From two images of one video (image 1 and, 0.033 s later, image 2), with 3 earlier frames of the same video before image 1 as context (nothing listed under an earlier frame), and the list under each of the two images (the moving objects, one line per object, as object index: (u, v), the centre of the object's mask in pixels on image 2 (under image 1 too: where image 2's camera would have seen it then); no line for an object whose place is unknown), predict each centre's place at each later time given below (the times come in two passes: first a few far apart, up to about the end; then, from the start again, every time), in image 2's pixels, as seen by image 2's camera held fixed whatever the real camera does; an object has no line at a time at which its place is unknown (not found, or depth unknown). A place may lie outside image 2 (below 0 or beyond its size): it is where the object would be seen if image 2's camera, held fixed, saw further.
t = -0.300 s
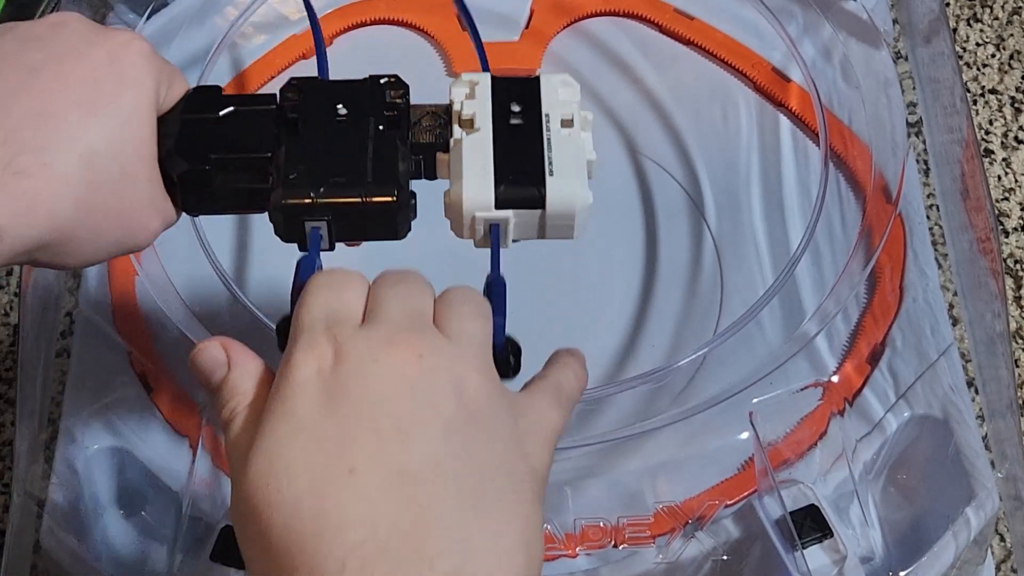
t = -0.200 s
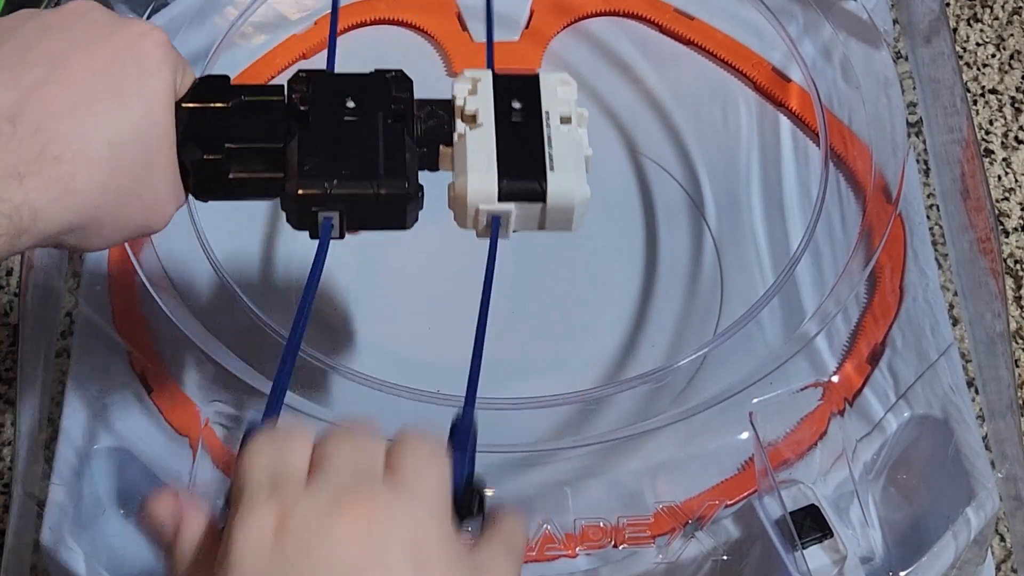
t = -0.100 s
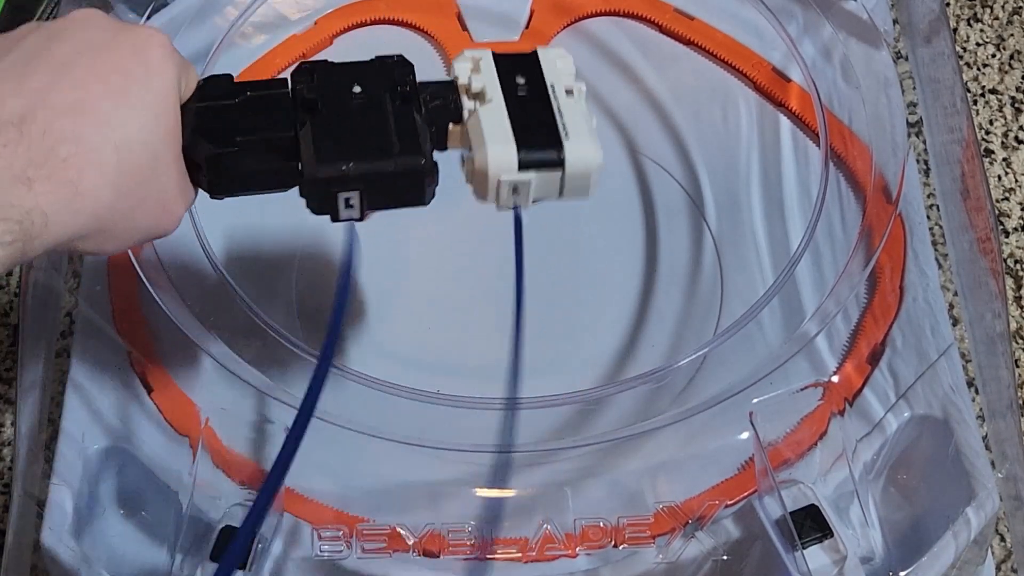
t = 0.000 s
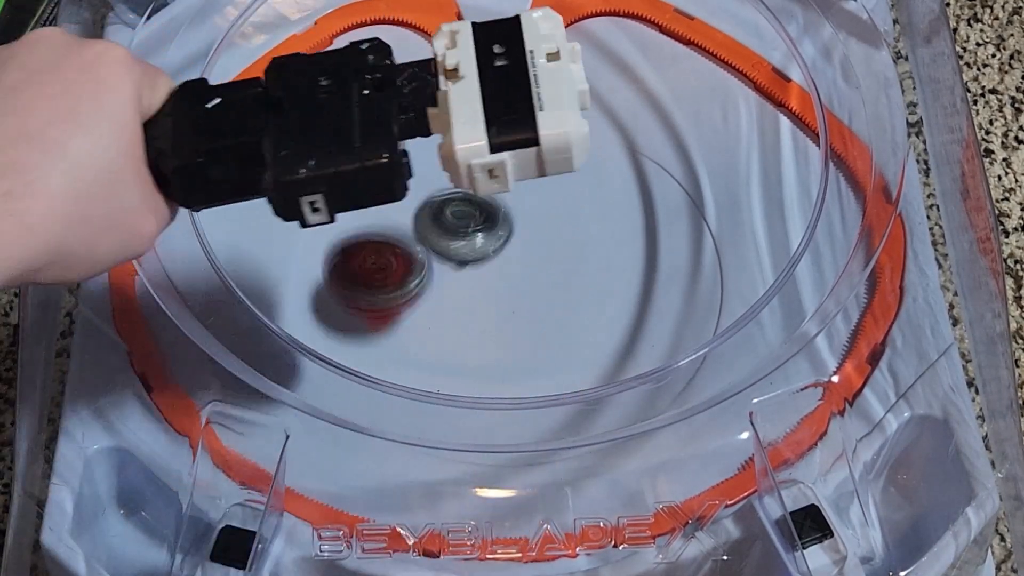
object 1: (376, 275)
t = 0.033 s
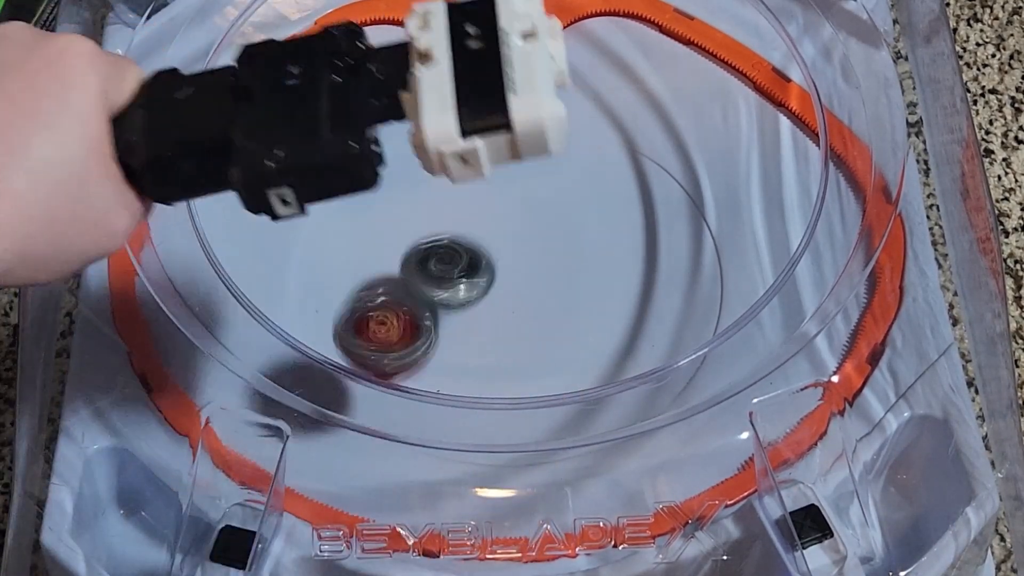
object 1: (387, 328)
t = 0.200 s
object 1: (532, 278)
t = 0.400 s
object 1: (607, 100)
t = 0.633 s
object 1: (595, 94)
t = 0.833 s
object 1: (581, 261)
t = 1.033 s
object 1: (489, 344)
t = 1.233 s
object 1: (440, 327)
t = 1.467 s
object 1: (464, 284)
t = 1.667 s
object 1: (438, 243)
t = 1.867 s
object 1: (165, 292)
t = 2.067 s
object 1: (275, 339)
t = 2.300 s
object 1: (282, 346)
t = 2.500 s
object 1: (279, 336)
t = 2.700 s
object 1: (329, 321)
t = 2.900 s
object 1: (442, 312)
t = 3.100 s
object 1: (341, 349)
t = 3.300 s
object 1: (396, 345)
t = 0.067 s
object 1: (398, 399)
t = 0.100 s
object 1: (429, 354)
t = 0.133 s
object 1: (465, 316)
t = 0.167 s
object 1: (499, 292)
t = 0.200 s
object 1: (532, 278)
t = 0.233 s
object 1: (554, 244)
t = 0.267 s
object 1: (575, 213)
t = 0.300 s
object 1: (589, 182)
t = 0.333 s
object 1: (601, 151)
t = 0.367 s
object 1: (607, 124)
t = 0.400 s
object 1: (607, 100)
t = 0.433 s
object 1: (602, 81)
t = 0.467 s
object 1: (591, 63)
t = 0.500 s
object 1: (575, 48)
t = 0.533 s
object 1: (558, 36)
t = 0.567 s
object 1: (572, 52)
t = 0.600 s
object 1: (585, 72)
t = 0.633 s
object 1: (595, 94)
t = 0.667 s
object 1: (602, 118)
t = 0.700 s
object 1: (605, 144)
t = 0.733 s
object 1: (604, 173)
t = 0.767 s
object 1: (599, 204)
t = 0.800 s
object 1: (592, 233)
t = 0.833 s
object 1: (581, 261)
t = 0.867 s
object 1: (567, 286)
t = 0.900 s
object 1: (551, 307)
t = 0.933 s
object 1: (535, 324)
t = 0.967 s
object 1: (517, 336)
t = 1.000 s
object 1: (502, 343)
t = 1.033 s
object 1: (489, 344)
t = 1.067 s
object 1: (480, 341)
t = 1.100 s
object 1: (473, 334)
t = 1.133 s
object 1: (470, 325)
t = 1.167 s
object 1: (468, 316)
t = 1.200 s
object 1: (452, 324)
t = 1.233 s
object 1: (440, 327)
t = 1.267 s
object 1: (433, 326)
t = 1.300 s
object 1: (431, 321)
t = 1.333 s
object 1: (434, 314)
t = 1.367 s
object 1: (439, 307)
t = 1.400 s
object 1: (446, 300)
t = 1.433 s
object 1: (455, 292)
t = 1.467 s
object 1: (464, 284)
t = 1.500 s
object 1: (471, 275)
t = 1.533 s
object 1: (478, 268)
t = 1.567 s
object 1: (482, 260)
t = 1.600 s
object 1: (485, 253)
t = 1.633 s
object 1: (488, 245)
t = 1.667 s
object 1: (438, 243)
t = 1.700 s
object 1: (368, 255)
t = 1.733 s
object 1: (301, 264)
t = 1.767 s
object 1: (256, 263)
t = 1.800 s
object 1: (205, 274)
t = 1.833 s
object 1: (156, 283)
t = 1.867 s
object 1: (165, 292)
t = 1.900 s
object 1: (187, 306)
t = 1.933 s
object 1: (212, 317)
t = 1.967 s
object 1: (233, 327)
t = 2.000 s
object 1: (254, 329)
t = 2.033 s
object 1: (265, 335)
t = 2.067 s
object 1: (275, 339)
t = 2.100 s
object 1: (282, 342)
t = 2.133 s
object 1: (289, 344)
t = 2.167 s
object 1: (293, 346)
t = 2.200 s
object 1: (296, 346)
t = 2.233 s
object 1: (299, 344)
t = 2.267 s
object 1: (291, 344)
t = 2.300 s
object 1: (282, 346)
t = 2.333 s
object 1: (276, 345)
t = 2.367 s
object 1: (275, 343)
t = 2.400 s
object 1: (274, 342)
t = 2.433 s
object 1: (275, 341)
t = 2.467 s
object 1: (276, 339)
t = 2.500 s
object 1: (279, 336)
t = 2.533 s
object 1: (281, 335)
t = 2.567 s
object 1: (287, 333)
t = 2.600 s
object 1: (300, 324)
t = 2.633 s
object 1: (303, 323)
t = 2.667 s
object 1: (321, 320)
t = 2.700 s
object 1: (329, 321)
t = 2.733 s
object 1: (359, 323)
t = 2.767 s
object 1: (379, 322)
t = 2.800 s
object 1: (397, 320)
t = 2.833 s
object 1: (406, 320)
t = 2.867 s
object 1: (422, 318)
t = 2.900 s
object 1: (442, 312)
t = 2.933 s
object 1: (448, 311)
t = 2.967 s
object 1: (460, 307)
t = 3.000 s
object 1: (414, 326)
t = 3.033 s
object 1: (394, 334)
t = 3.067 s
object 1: (365, 339)
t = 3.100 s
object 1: (341, 349)
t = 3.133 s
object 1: (334, 349)
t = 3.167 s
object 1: (337, 351)
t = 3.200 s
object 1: (350, 348)
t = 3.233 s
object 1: (371, 346)
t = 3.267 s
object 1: (388, 345)
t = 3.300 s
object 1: (396, 345)
